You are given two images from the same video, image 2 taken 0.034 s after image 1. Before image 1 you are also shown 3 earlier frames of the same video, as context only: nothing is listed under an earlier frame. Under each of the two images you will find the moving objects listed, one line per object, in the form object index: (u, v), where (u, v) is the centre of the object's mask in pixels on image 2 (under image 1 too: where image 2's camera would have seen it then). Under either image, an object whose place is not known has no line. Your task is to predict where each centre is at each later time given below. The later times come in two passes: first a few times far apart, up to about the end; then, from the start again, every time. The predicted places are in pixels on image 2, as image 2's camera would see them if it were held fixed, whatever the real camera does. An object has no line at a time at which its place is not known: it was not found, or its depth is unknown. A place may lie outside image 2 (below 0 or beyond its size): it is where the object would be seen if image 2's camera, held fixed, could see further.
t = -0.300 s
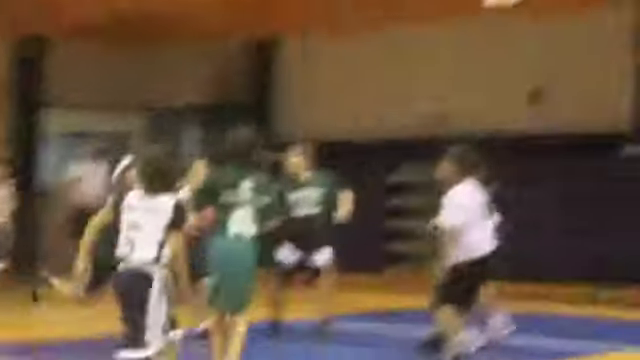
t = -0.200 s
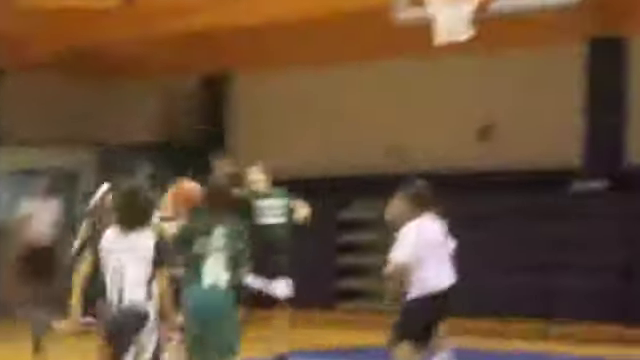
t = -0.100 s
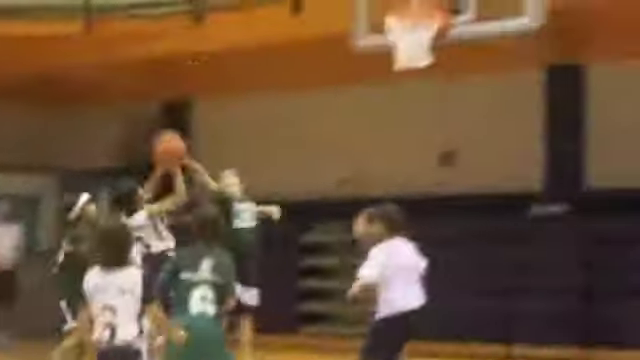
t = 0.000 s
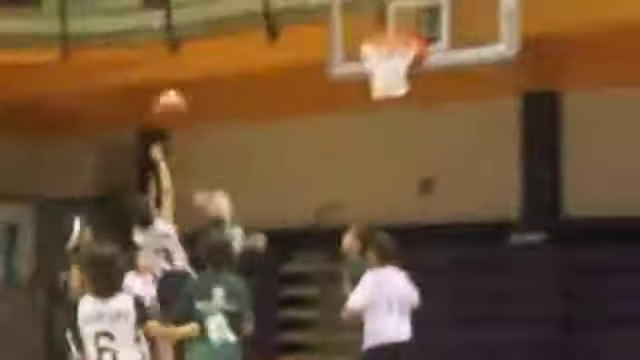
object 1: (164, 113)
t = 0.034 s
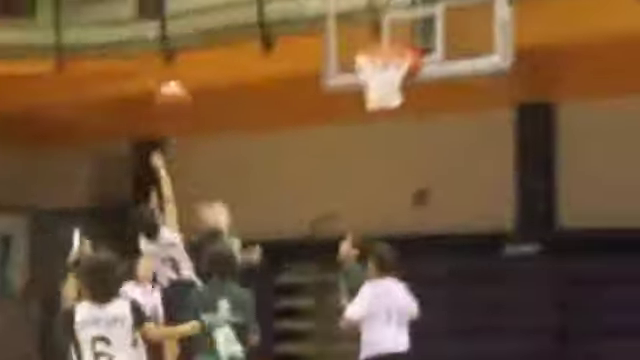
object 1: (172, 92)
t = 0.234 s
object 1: (212, 13)
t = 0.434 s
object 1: (252, -20)
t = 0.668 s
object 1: (296, 5)
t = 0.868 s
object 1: (332, 72)
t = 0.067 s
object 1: (179, 75)
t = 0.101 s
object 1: (187, 62)
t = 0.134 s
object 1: (191, 46)
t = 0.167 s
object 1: (197, 33)
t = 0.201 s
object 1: (205, 22)
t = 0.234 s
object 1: (212, 13)
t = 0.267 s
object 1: (218, 3)
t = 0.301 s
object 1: (226, -5)
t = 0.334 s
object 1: (231, -11)
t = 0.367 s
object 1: (241, -16)
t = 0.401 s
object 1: (246, -18)
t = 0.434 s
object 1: (252, -20)
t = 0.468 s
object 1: (258, -20)
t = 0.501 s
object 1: (264, -20)
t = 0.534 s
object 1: (271, -17)
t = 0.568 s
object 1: (277, -13)
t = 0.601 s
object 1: (284, -9)
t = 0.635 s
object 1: (290, -3)
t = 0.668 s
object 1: (296, 5)
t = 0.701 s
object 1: (302, 14)
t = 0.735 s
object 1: (309, 22)
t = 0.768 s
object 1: (313, 35)
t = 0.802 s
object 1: (320, 45)
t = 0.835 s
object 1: (328, 59)
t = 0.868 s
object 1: (332, 72)
